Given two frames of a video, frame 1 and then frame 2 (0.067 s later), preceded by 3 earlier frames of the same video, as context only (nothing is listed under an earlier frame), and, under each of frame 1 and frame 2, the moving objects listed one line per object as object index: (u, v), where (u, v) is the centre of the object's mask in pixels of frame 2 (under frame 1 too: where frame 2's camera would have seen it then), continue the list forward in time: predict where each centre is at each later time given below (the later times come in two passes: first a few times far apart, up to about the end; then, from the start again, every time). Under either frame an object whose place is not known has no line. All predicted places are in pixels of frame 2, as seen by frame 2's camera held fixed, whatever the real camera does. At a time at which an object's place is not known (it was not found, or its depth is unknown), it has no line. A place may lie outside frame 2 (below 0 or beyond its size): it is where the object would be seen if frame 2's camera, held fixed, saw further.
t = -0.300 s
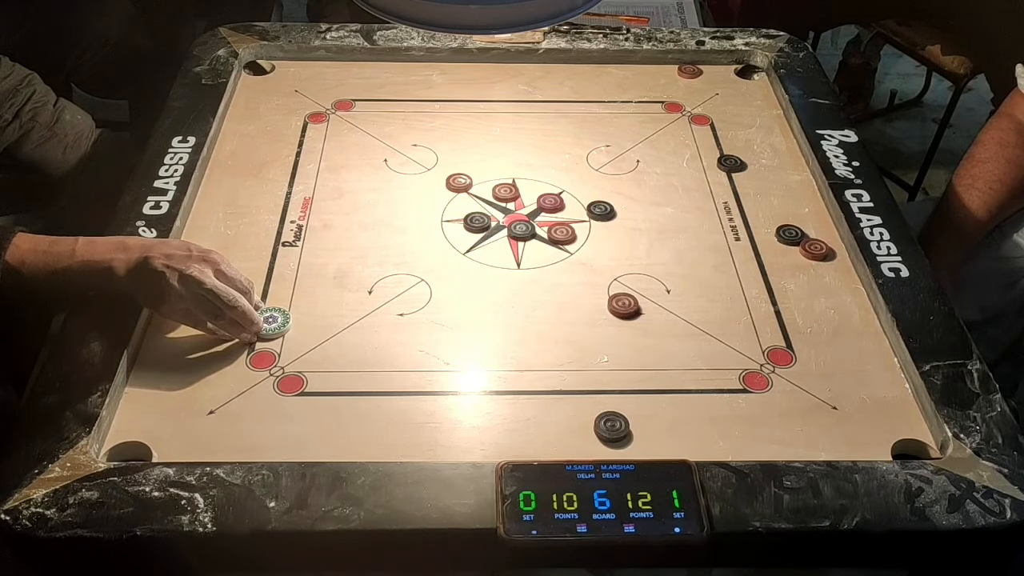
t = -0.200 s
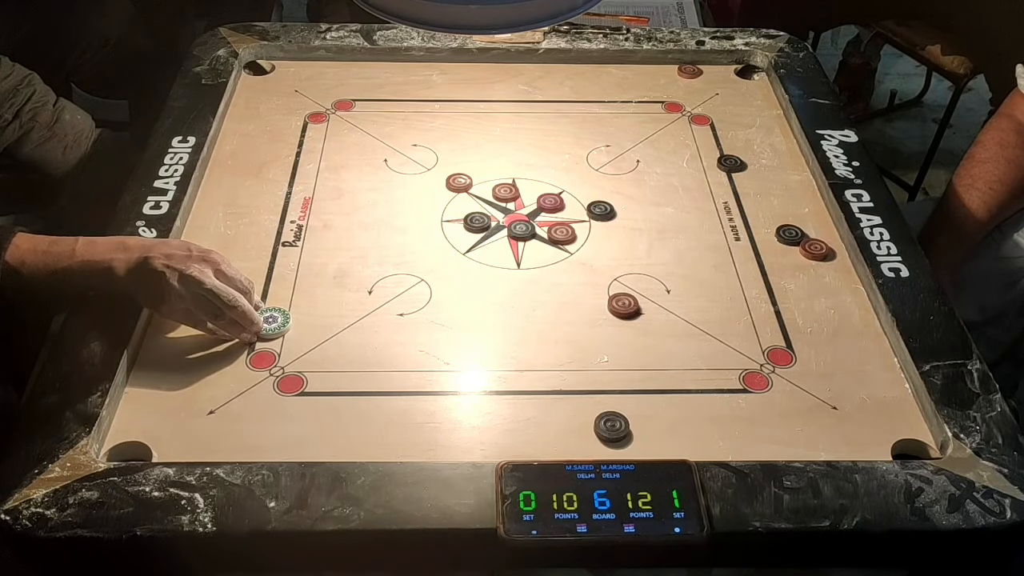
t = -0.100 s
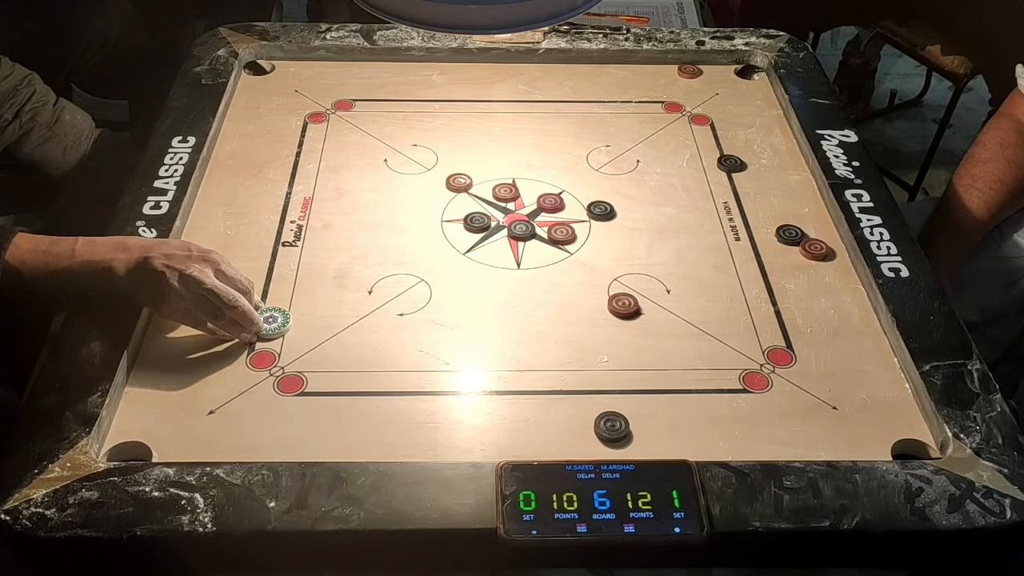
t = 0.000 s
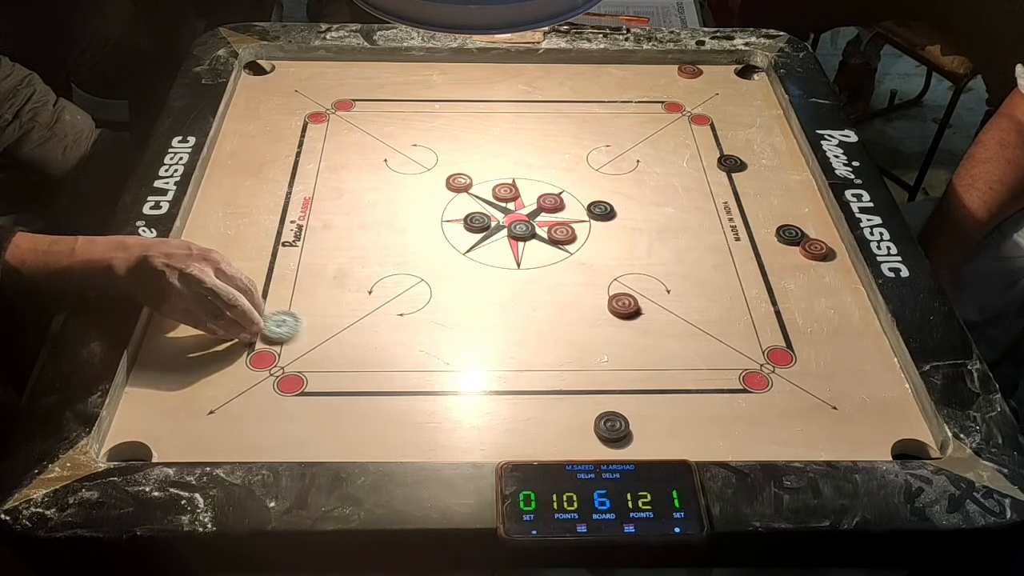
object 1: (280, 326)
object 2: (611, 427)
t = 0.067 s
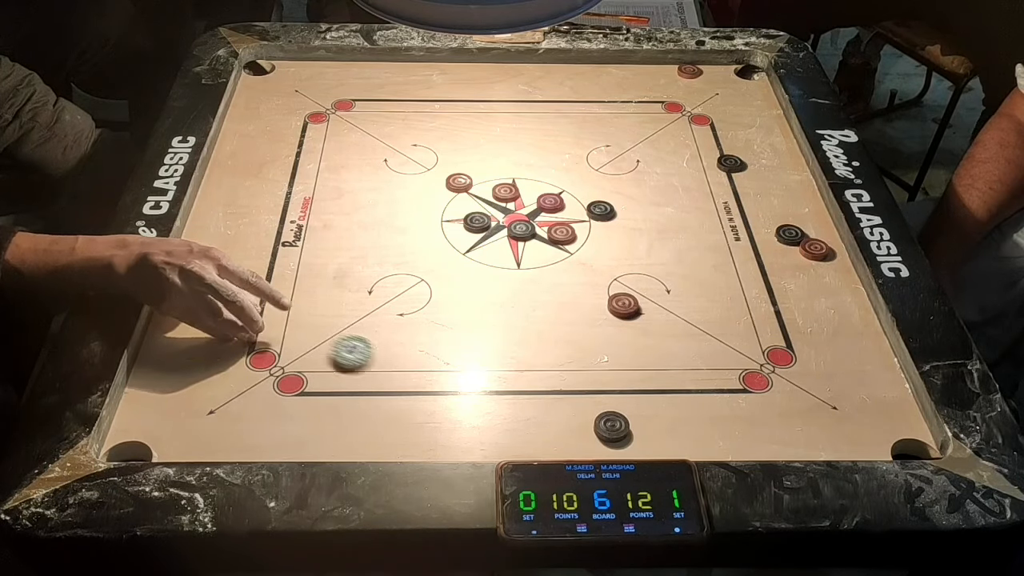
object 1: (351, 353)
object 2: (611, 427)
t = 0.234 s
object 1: (526, 417)
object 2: (611, 427)
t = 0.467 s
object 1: (635, 439)
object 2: (782, 429)
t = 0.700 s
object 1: (650, 428)
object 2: (889, 432)
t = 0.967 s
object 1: (650, 428)
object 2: (896, 432)
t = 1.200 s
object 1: (650, 428)
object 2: (896, 432)
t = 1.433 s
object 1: (650, 427)
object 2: (896, 432)
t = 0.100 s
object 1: (387, 366)
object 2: (611, 427)
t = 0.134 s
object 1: (422, 379)
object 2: (611, 427)
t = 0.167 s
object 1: (459, 393)
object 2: (611, 427)
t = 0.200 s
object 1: (492, 404)
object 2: (611, 427)
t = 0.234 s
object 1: (526, 417)
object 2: (611, 427)
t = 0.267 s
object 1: (558, 427)
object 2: (611, 427)
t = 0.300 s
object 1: (581, 438)
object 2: (632, 427)
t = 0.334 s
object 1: (597, 445)
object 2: (667, 427)
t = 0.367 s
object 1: (612, 449)
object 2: (700, 427)
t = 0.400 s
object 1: (621, 447)
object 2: (729, 428)
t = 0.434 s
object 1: (629, 443)
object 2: (757, 428)
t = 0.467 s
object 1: (635, 439)
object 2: (782, 429)
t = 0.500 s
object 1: (640, 435)
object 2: (805, 429)
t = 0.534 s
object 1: (644, 432)
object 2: (826, 429)
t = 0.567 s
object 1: (647, 429)
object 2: (844, 430)
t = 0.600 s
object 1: (649, 428)
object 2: (860, 430)
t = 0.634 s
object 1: (650, 428)
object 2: (872, 431)
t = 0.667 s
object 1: (650, 427)
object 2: (882, 431)
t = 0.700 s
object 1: (650, 428)
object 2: (889, 432)
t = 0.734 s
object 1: (650, 427)
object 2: (894, 432)
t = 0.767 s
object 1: (650, 428)
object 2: (896, 432)
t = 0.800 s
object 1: (650, 428)
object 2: (896, 432)
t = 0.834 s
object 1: (650, 428)
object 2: (896, 432)
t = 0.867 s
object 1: (650, 428)
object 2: (896, 432)
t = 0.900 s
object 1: (650, 428)
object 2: (896, 432)
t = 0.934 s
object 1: (650, 428)
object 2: (896, 432)
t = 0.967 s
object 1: (650, 428)
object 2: (896, 432)
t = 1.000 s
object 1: (650, 428)
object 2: (896, 432)
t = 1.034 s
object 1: (650, 428)
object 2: (896, 432)
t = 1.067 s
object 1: (650, 428)
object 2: (896, 432)
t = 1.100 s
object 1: (650, 428)
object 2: (896, 432)
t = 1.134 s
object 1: (650, 428)
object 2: (896, 432)
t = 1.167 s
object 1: (650, 428)
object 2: (896, 432)
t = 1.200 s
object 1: (650, 428)
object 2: (896, 432)
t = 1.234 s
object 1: (650, 428)
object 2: (896, 432)
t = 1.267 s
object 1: (650, 428)
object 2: (896, 432)
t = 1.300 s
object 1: (650, 427)
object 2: (896, 432)
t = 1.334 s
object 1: (650, 428)
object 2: (896, 432)
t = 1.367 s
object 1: (650, 428)
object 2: (896, 432)
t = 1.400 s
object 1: (650, 428)
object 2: (896, 432)
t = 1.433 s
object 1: (650, 427)
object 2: (896, 432)
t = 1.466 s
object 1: (650, 427)
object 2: (896, 432)
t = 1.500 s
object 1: (650, 428)
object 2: (896, 432)
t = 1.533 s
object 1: (650, 427)
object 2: (896, 432)
